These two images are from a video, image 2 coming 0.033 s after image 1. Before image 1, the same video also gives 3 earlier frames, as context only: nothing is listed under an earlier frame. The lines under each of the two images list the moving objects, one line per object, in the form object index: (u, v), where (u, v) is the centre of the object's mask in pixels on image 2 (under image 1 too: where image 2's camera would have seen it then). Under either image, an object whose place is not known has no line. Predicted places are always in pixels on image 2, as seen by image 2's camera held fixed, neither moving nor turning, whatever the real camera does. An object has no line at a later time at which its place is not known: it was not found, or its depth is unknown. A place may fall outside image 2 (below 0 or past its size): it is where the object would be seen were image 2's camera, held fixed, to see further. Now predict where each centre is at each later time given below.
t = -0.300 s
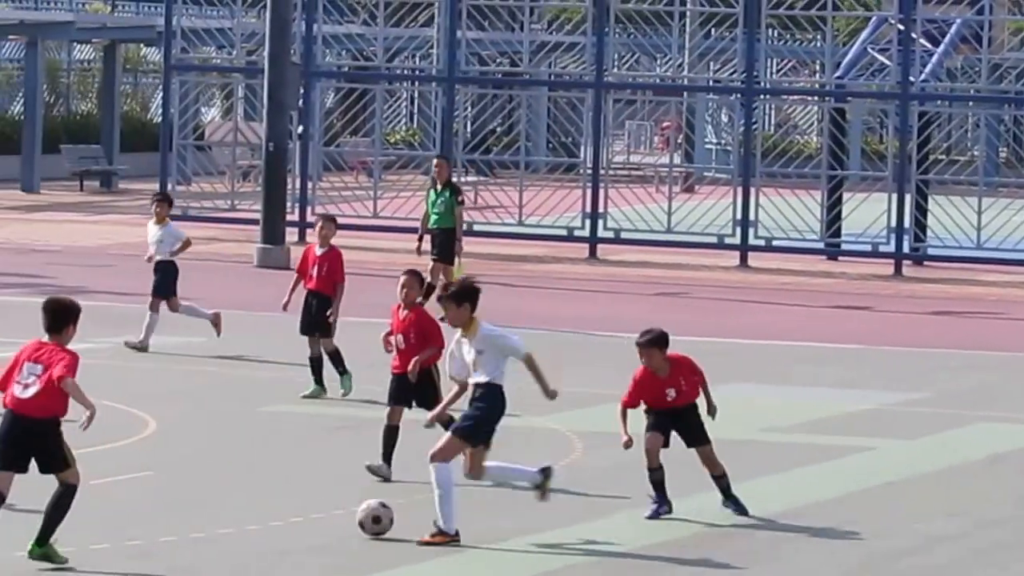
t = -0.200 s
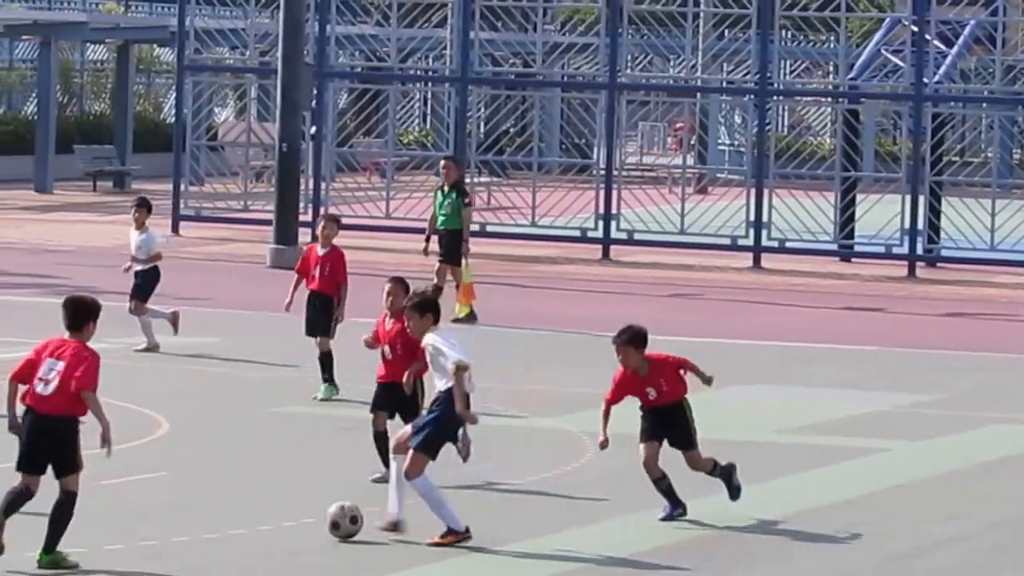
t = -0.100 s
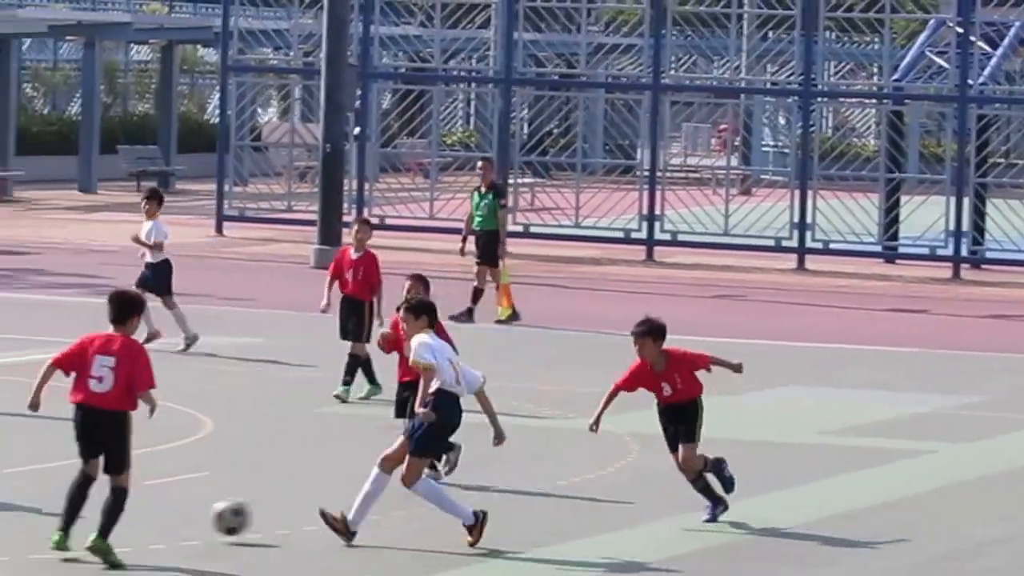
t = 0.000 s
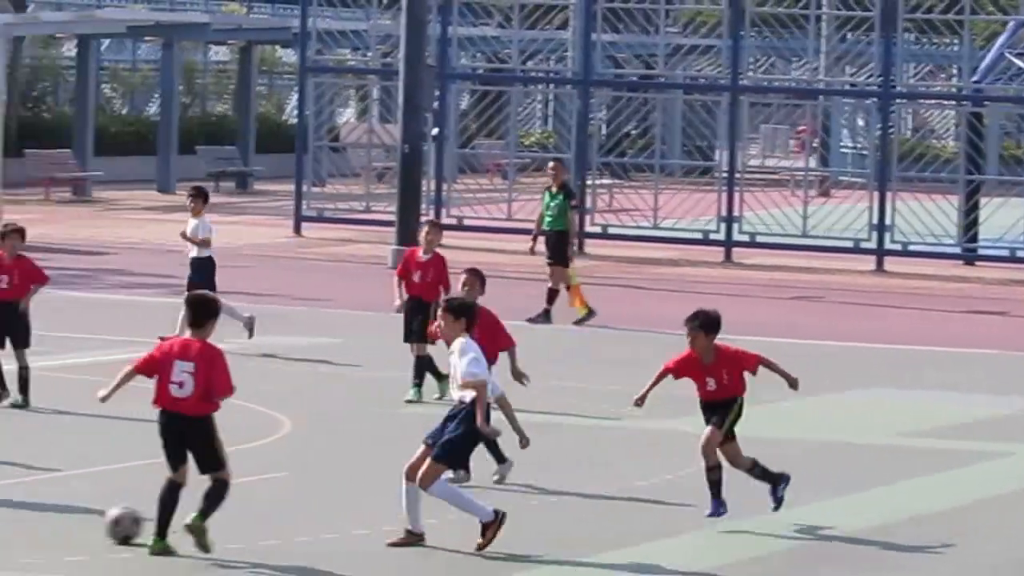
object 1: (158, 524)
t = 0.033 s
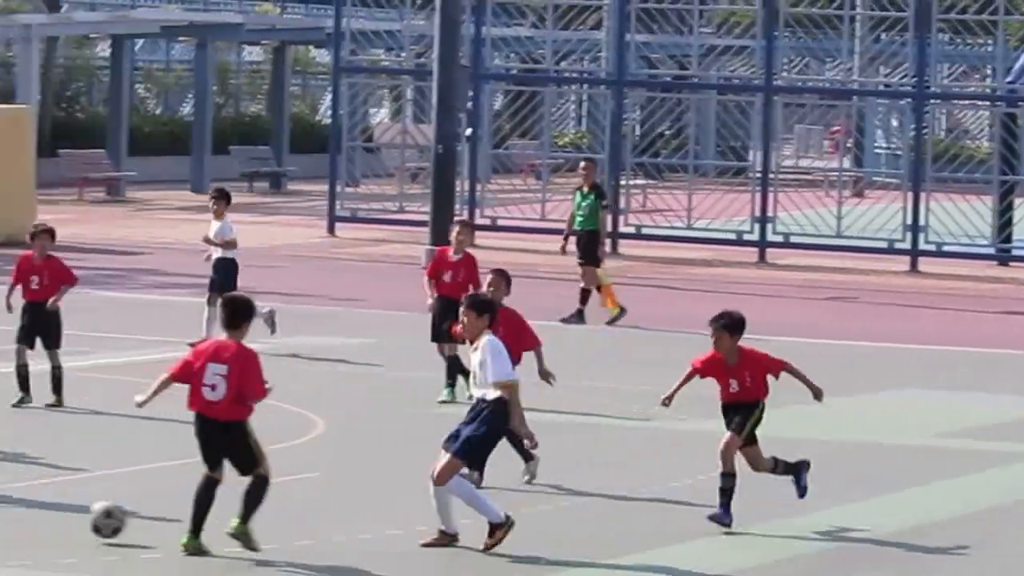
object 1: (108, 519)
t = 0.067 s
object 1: (55, 515)
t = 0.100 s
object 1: (2, 516)
